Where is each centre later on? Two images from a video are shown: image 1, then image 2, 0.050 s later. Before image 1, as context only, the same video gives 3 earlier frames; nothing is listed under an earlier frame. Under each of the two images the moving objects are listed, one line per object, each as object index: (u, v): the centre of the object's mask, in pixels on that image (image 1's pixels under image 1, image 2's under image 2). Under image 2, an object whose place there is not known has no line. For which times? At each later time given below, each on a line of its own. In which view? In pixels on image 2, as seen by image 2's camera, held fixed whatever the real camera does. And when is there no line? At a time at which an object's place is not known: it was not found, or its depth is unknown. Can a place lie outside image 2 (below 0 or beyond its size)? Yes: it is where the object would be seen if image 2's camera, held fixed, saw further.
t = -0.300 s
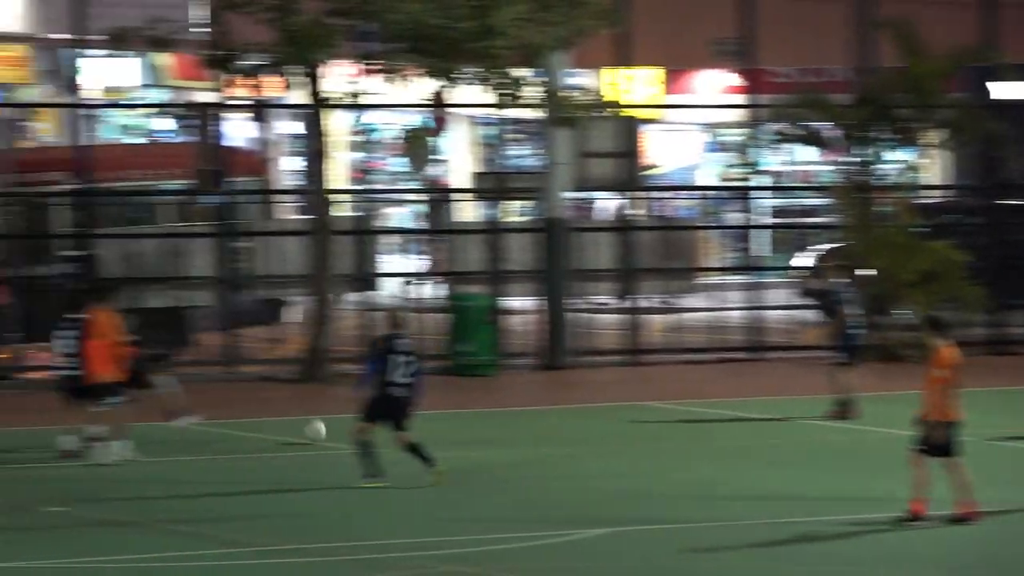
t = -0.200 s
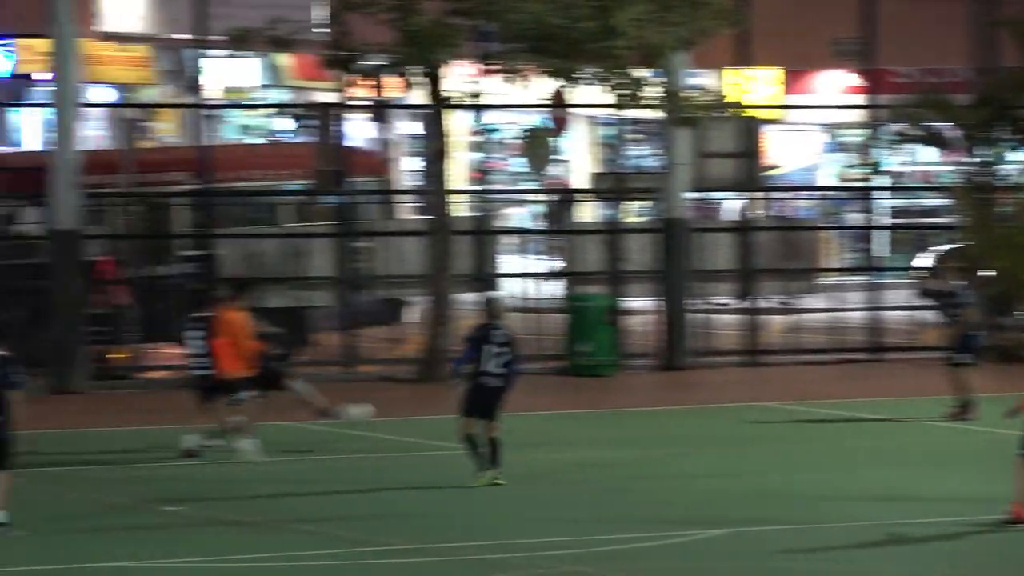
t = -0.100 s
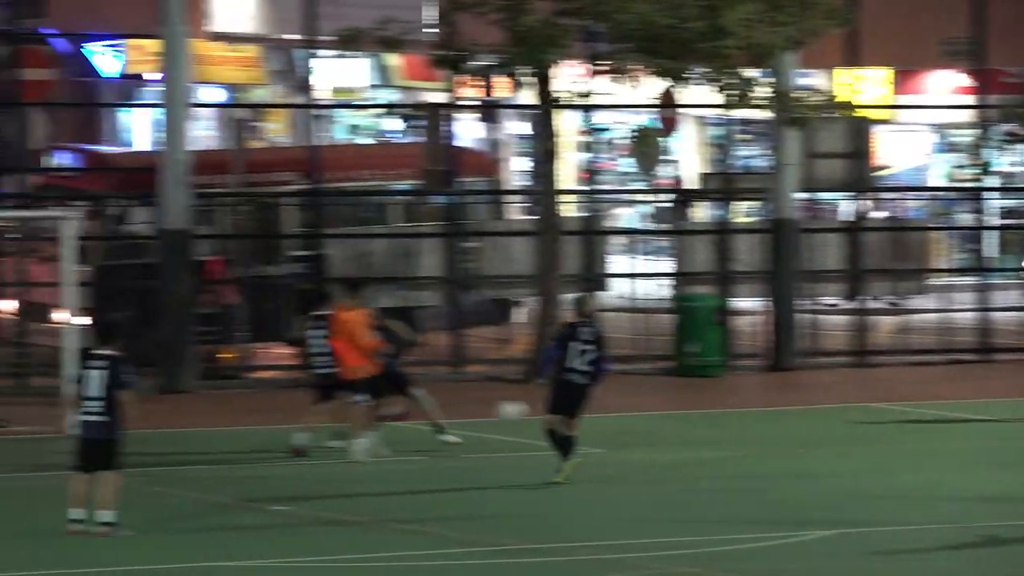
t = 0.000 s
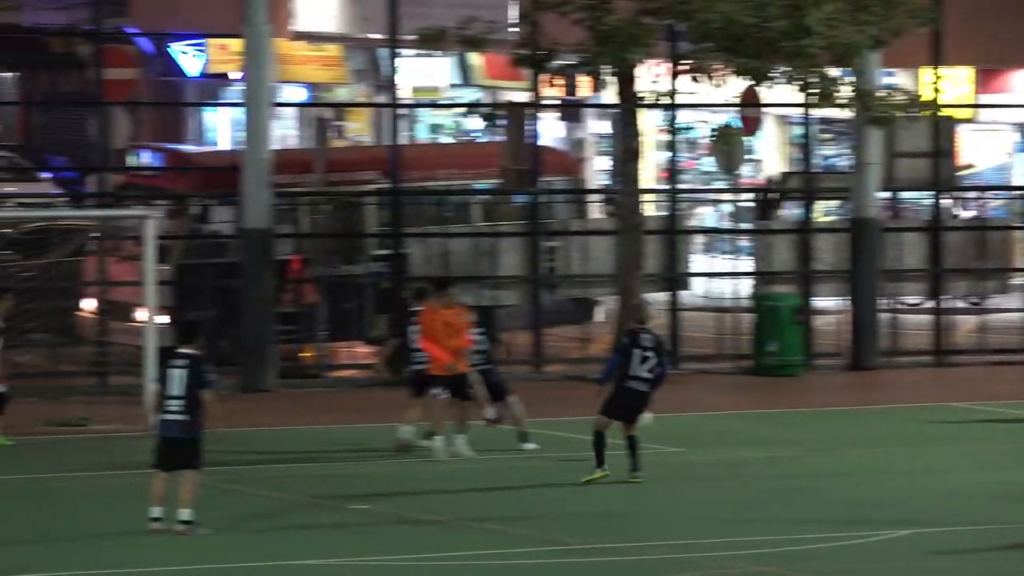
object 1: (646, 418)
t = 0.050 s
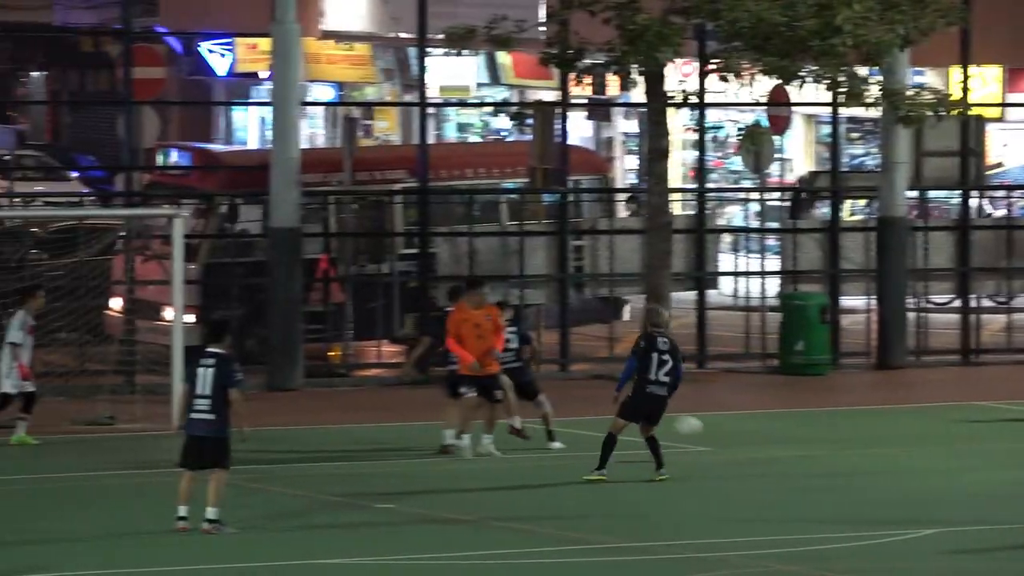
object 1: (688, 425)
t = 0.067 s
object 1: (694, 429)
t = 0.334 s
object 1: (796, 438)
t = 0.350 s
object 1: (803, 438)
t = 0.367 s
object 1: (808, 438)
